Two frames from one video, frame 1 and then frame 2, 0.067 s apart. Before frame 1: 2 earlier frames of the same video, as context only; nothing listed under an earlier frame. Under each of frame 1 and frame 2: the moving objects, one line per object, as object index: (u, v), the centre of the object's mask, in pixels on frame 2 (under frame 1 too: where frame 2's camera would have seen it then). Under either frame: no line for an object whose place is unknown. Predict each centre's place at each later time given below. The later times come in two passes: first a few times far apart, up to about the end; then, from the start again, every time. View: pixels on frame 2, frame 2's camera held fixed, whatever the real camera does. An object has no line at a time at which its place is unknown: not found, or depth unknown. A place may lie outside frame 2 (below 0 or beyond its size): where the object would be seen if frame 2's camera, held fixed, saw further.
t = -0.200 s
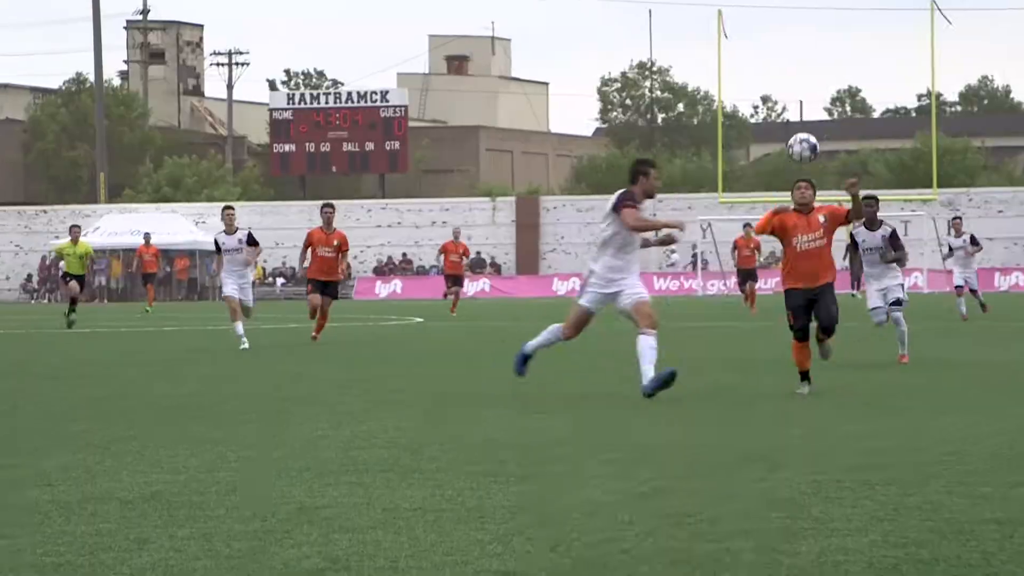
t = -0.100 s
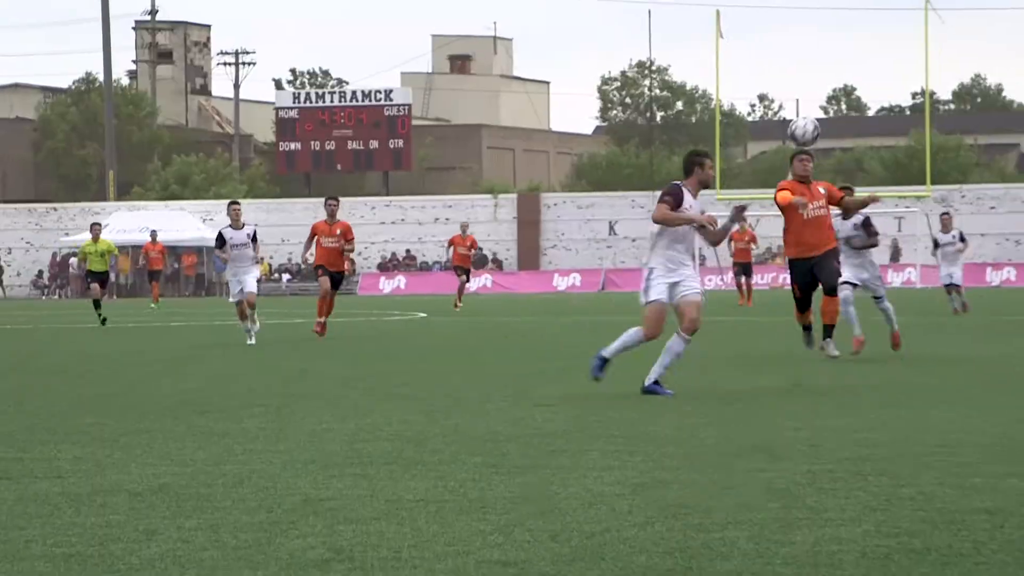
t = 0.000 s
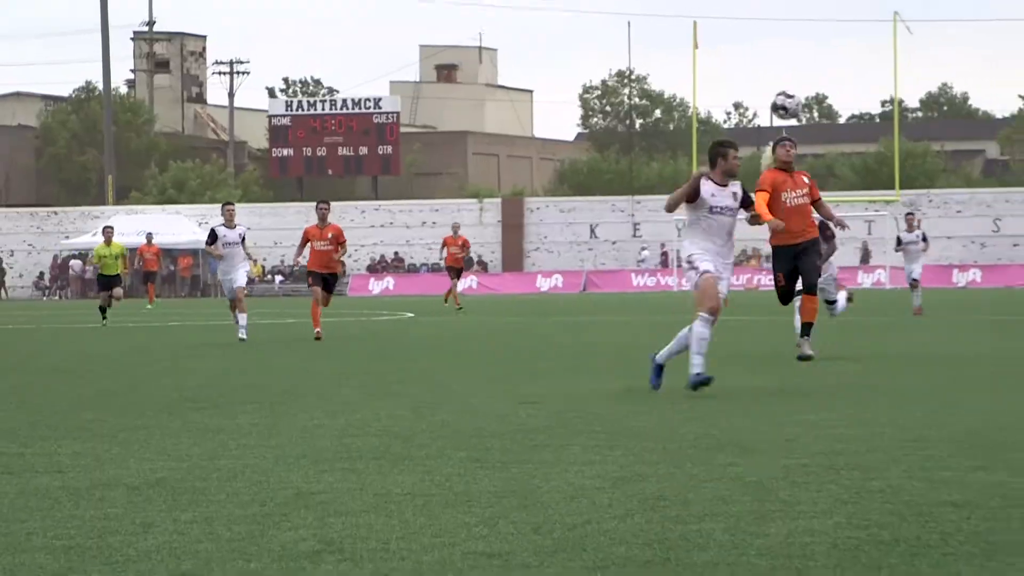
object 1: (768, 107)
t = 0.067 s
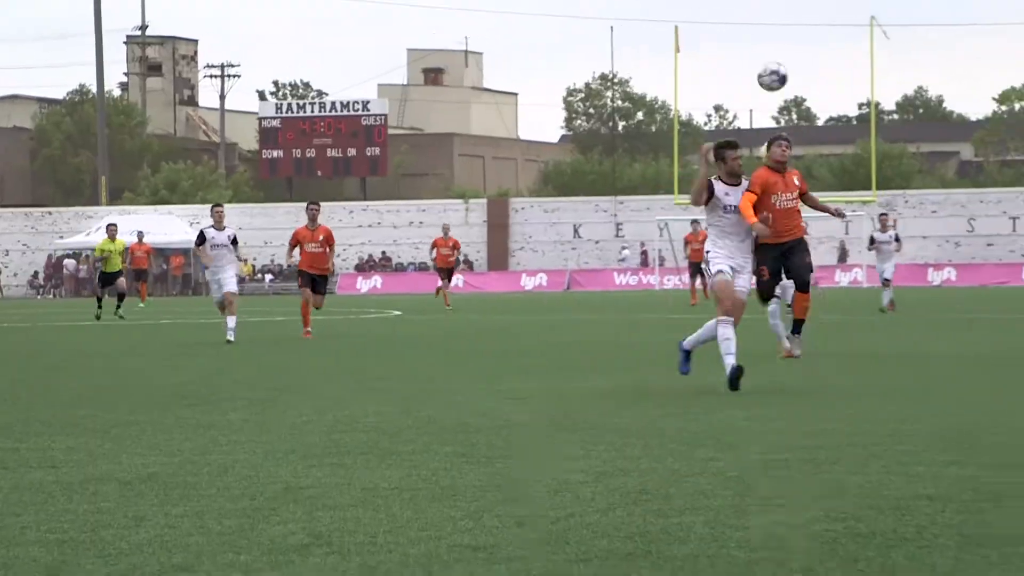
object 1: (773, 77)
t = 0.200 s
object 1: (788, 31)
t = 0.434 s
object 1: (823, 7)
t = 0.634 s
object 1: (853, 65)
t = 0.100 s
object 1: (776, 64)
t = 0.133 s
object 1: (780, 52)
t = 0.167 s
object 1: (784, 41)
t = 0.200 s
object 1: (788, 31)
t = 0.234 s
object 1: (793, 23)
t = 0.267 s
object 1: (797, 16)
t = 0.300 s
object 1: (802, 12)
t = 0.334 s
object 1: (808, 7)
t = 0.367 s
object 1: (813, 5)
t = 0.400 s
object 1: (818, 4)
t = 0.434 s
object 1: (823, 7)
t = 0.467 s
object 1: (829, 10)
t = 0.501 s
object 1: (833, 19)
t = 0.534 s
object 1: (838, 27)
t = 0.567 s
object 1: (843, 37)
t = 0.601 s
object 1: (848, 50)
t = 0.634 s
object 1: (853, 65)
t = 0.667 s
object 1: (858, 84)
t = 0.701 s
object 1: (864, 104)
